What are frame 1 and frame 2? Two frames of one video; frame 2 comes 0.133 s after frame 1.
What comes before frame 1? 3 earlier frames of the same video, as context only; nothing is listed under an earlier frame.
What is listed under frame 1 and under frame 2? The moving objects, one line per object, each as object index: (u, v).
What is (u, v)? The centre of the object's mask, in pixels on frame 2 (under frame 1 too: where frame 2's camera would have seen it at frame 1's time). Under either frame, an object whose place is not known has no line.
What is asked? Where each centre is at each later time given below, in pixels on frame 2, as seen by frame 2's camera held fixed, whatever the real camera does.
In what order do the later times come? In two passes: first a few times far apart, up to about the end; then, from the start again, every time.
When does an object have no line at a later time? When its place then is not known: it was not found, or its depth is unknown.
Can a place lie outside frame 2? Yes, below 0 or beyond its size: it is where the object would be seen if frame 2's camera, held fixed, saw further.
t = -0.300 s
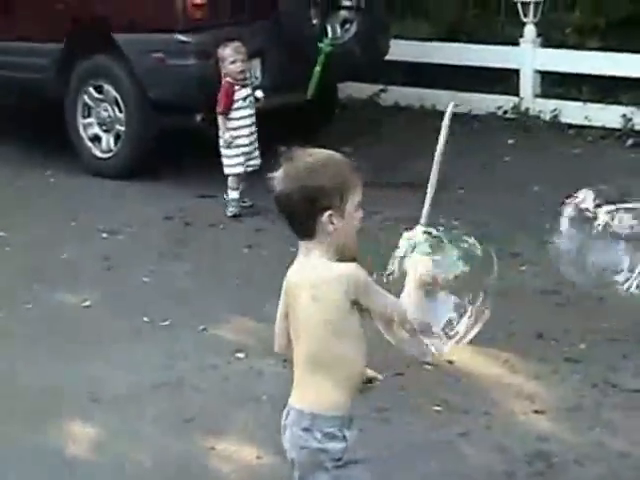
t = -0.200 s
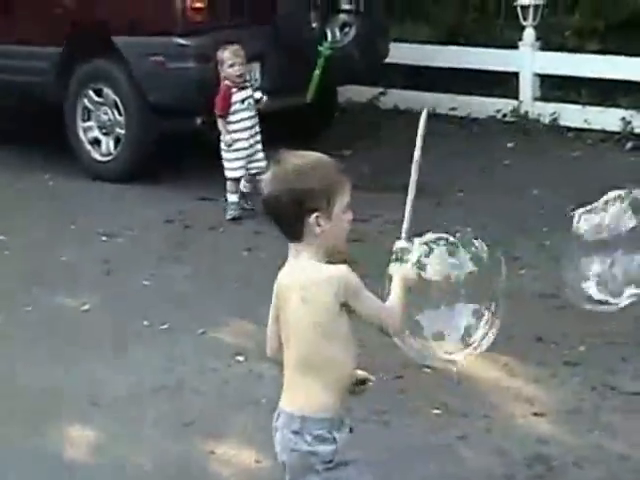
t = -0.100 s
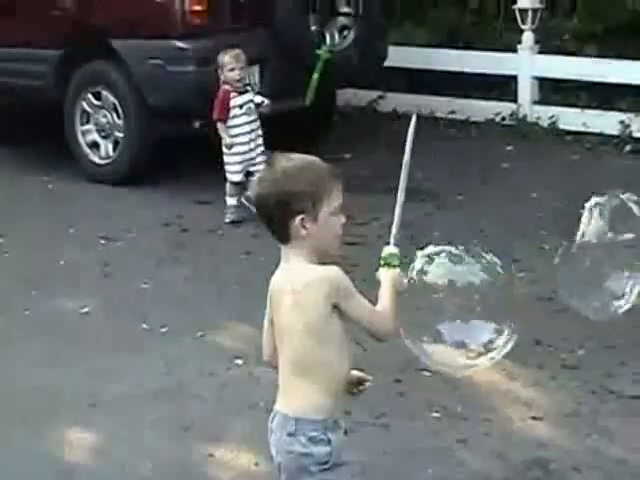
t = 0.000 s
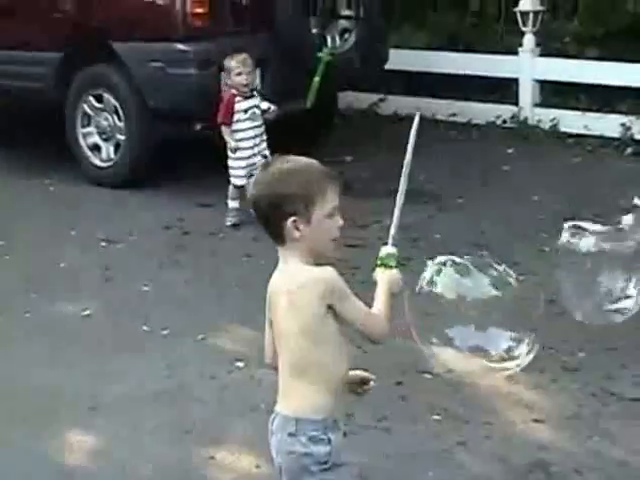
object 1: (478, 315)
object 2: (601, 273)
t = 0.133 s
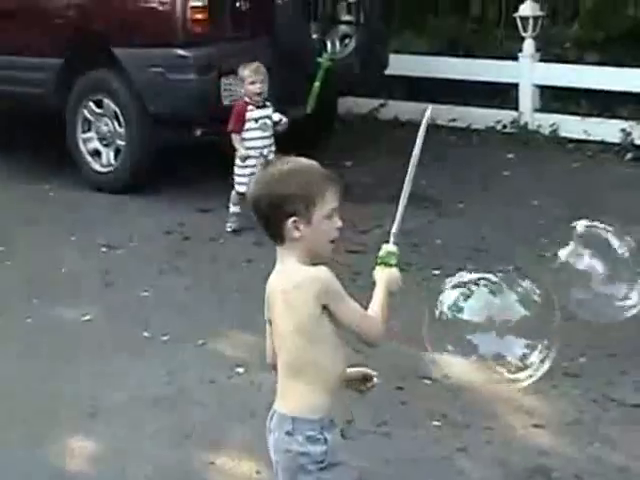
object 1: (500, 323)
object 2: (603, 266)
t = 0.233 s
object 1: (515, 331)
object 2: (595, 264)
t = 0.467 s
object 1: (537, 350)
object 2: (595, 277)
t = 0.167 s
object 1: (505, 326)
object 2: (600, 263)
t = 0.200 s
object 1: (511, 328)
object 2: (600, 266)
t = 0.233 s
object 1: (515, 331)
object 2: (595, 264)
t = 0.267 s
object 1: (519, 335)
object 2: (588, 268)
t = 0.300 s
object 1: (522, 338)
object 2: (587, 267)
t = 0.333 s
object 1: (526, 341)
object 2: (591, 267)
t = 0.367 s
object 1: (527, 342)
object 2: (596, 275)
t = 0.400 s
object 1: (531, 342)
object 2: (601, 276)
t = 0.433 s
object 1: (533, 347)
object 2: (596, 278)
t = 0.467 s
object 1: (537, 350)
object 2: (595, 277)
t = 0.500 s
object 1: (541, 353)
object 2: (594, 274)
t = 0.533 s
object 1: (546, 357)
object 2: (592, 274)
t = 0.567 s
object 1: (551, 360)
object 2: (588, 279)
